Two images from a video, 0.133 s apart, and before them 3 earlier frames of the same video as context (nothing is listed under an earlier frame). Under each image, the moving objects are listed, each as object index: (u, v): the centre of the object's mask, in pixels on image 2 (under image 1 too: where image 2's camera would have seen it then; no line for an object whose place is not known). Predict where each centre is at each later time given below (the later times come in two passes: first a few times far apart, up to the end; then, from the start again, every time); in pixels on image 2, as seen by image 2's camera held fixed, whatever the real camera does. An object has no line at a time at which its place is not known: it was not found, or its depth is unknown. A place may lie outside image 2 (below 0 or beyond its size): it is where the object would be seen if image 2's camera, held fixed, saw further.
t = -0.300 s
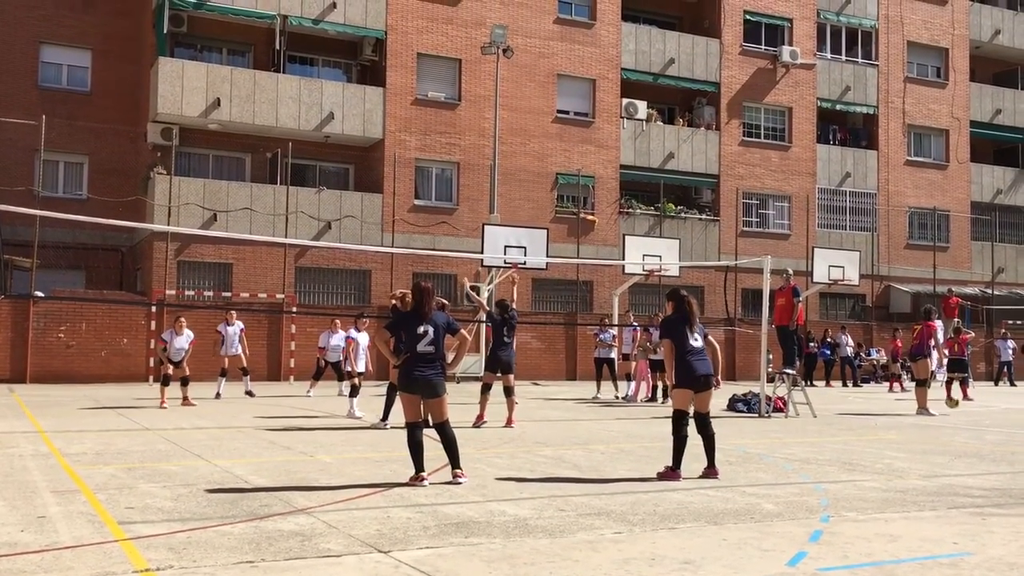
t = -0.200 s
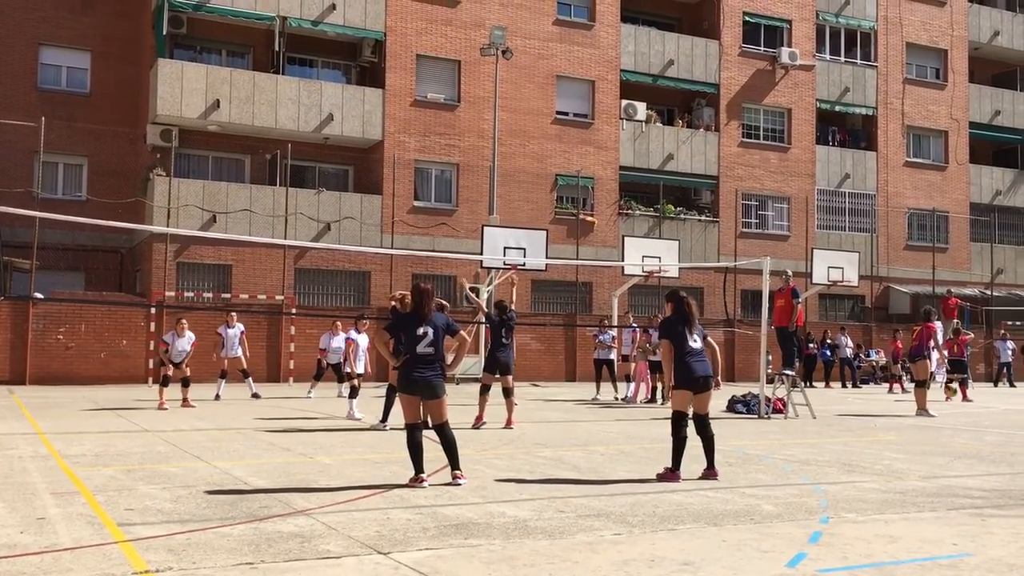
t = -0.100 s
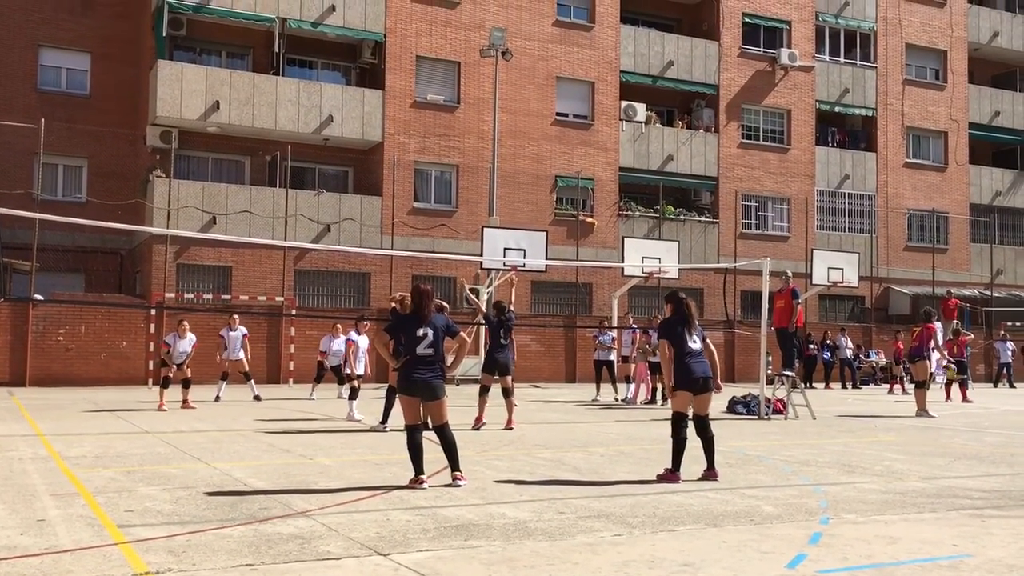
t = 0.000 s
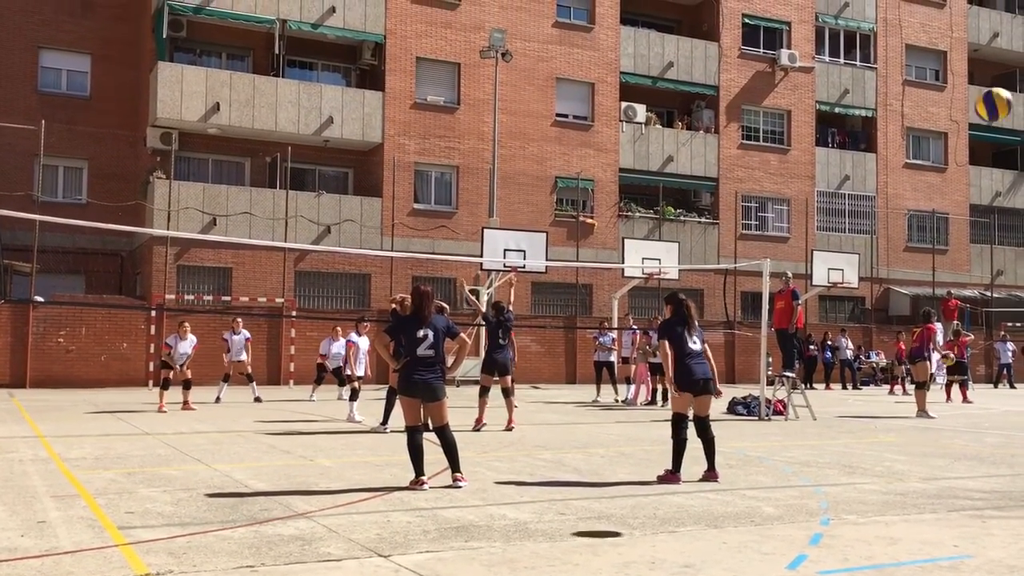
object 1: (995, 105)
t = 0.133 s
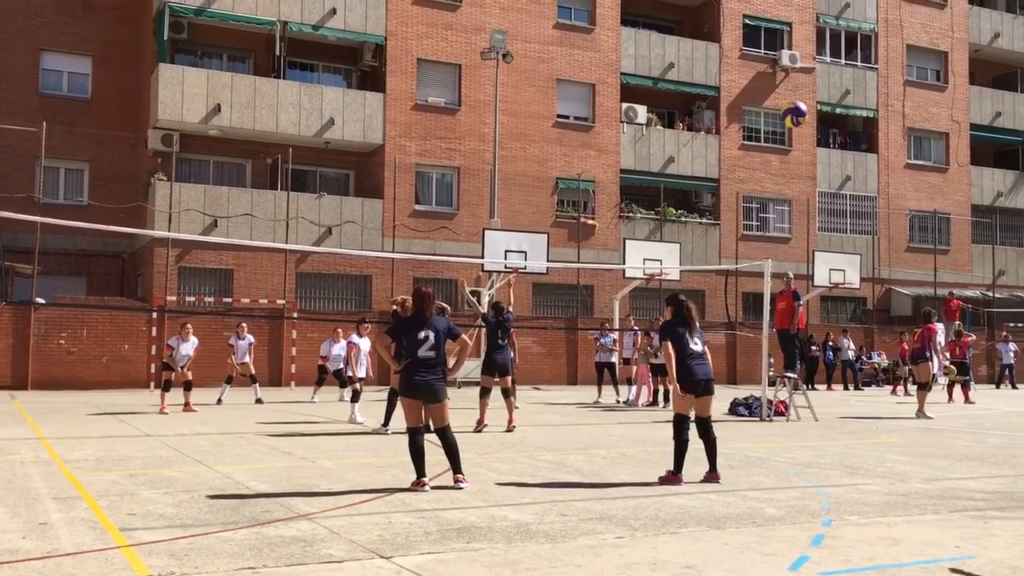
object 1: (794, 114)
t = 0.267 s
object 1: (675, 142)
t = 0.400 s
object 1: (596, 178)
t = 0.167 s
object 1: (760, 120)
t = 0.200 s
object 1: (729, 126)
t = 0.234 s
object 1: (701, 133)
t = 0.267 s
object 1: (675, 142)
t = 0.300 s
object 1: (652, 150)
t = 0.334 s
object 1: (631, 159)
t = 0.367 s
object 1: (613, 169)
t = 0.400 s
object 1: (596, 178)
